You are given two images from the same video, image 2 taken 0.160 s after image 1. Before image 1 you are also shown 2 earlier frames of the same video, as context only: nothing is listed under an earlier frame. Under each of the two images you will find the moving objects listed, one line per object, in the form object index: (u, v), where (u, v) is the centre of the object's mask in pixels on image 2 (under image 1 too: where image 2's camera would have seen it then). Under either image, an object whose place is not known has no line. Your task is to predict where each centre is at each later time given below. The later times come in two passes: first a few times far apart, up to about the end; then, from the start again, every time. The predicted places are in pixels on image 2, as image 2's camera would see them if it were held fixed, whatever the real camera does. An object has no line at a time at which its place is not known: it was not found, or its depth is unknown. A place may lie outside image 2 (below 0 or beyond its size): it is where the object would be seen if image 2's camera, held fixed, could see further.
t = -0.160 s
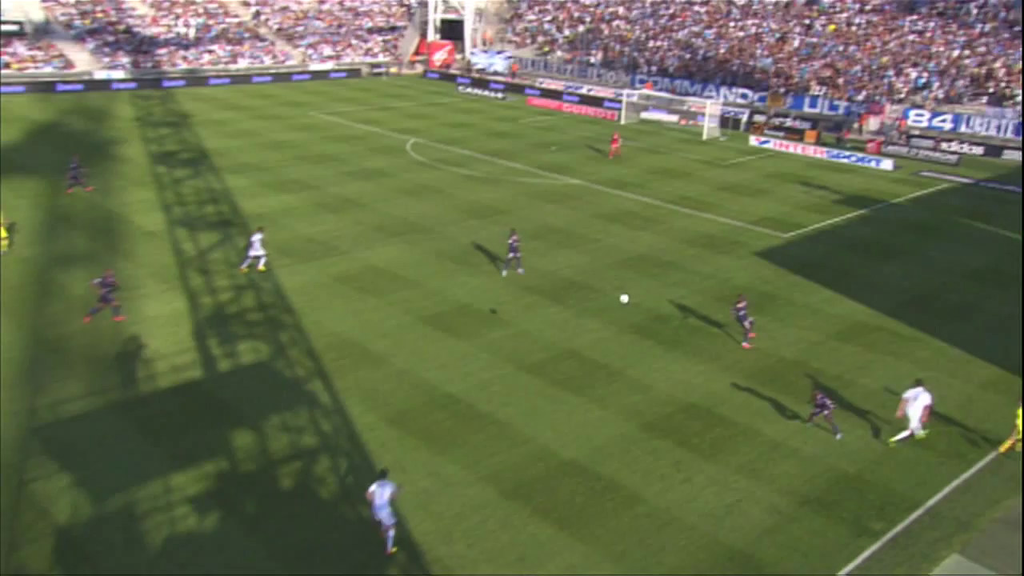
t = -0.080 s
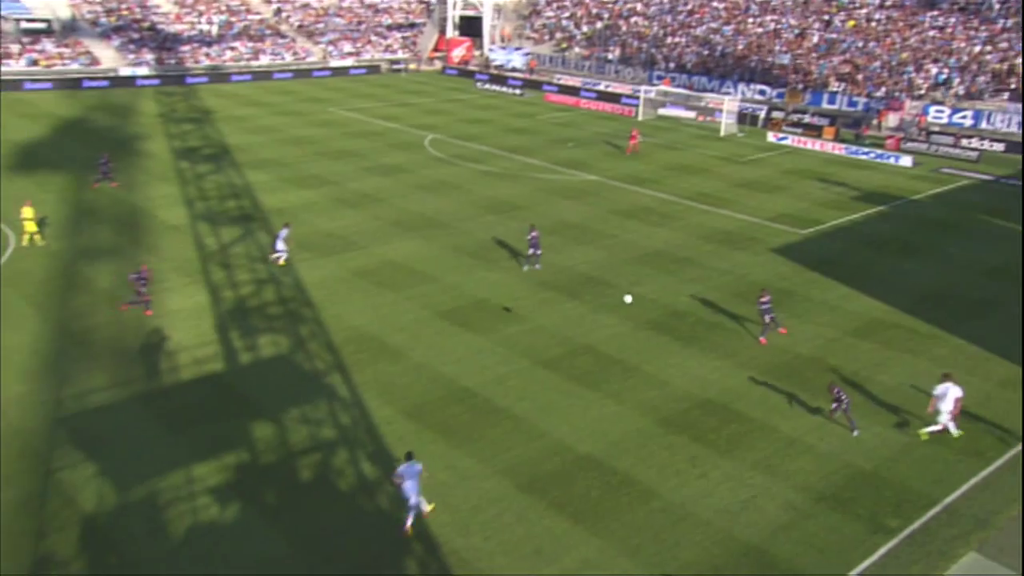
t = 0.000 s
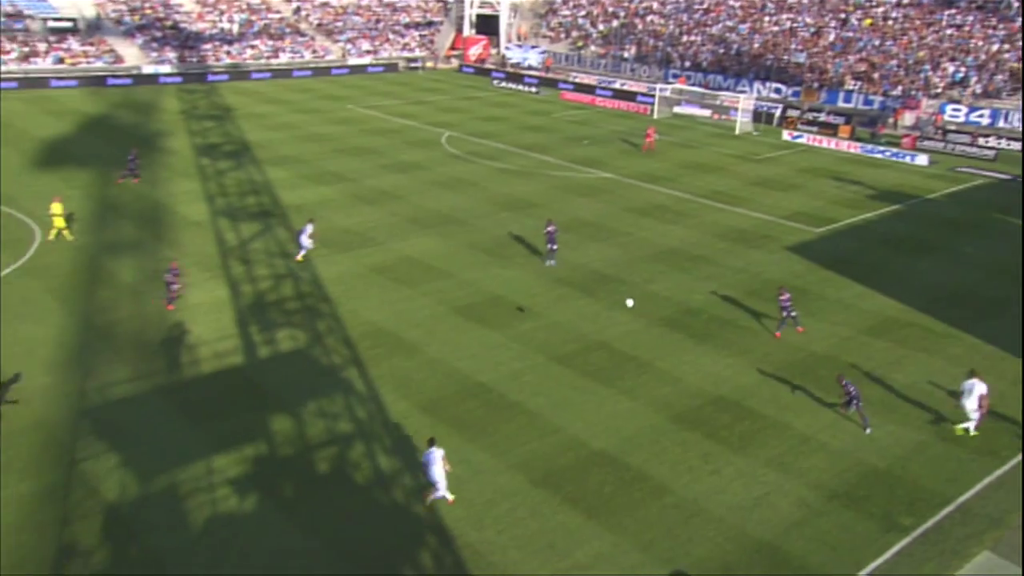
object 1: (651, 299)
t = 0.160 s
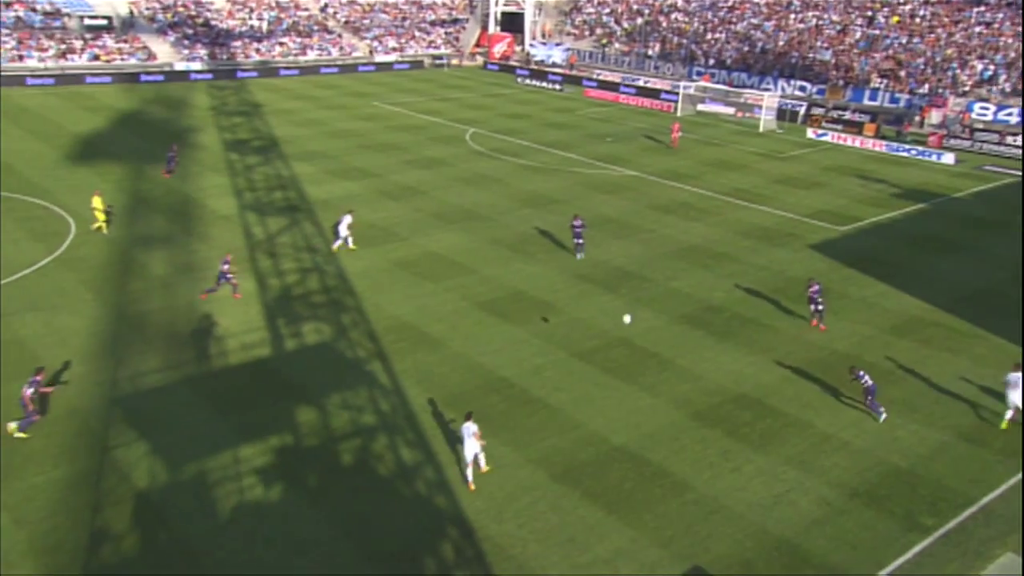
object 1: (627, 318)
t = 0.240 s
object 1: (615, 331)
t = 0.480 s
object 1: (582, 377)
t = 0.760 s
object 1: (558, 342)
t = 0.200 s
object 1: (621, 324)
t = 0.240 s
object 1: (615, 331)
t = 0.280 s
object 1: (609, 338)
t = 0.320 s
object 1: (604, 345)
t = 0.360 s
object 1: (598, 353)
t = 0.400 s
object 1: (593, 360)
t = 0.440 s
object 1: (587, 369)
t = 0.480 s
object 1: (582, 377)
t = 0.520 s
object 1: (578, 377)
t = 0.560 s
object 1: (574, 370)
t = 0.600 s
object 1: (571, 363)
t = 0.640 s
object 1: (568, 357)
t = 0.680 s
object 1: (564, 351)
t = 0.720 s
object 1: (561, 346)
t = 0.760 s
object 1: (558, 342)
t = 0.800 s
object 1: (554, 338)
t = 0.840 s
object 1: (551, 334)
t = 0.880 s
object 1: (548, 331)
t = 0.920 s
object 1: (544, 328)
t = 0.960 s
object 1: (540, 326)
